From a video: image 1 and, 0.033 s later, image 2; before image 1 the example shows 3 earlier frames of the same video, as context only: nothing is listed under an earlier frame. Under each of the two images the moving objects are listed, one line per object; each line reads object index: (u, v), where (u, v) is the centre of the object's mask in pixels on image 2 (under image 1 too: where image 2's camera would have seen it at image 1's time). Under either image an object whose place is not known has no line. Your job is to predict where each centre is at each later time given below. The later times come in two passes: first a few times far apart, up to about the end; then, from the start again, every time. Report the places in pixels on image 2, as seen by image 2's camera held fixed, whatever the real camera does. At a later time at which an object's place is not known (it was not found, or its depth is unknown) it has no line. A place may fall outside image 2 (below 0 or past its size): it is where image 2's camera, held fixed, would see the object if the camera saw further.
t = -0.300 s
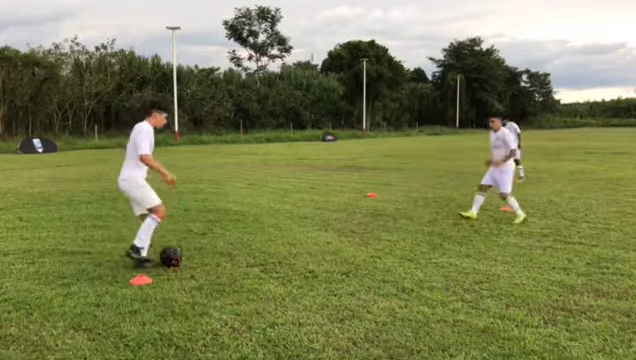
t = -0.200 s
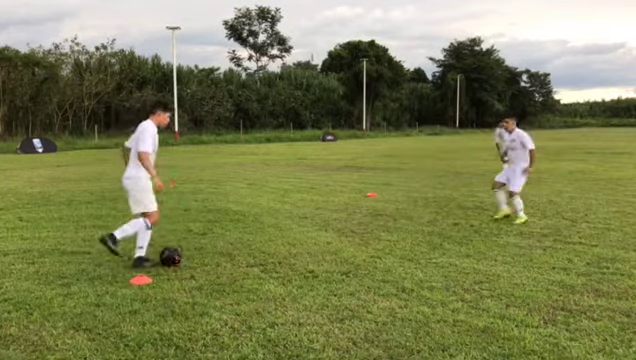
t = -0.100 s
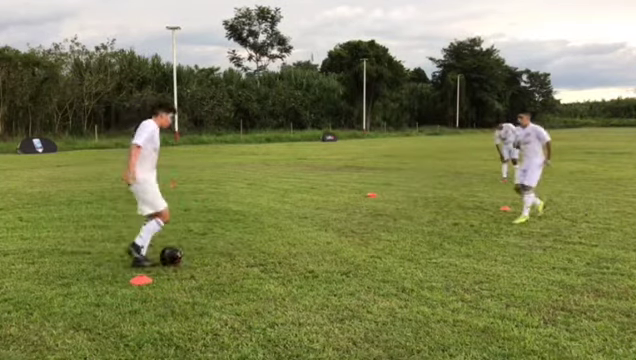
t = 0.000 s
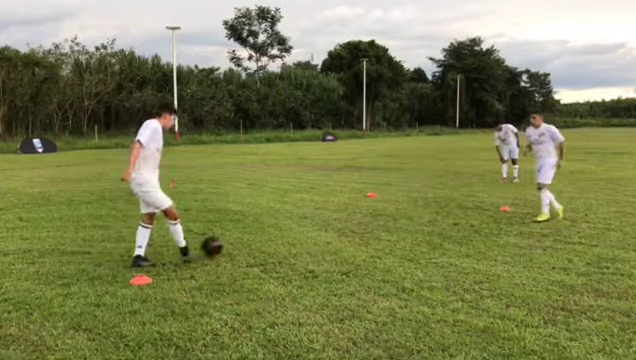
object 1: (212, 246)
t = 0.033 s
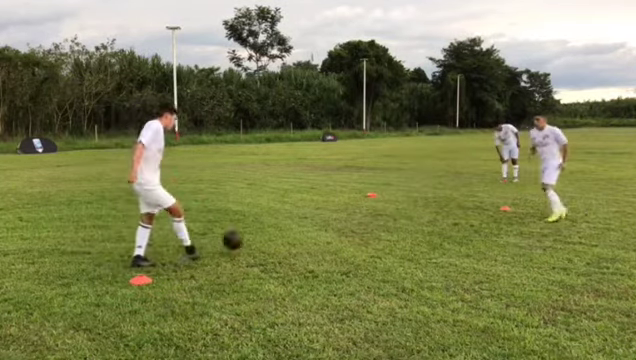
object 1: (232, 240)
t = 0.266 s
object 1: (354, 232)
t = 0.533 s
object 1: (439, 222)
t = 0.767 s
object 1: (493, 215)
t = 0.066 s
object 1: (252, 236)
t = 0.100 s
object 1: (271, 232)
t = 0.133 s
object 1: (289, 230)
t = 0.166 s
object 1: (306, 229)
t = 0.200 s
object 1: (323, 229)
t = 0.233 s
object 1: (339, 230)
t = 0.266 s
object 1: (354, 232)
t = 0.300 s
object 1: (366, 230)
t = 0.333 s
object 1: (377, 226)
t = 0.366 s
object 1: (388, 223)
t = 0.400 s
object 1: (399, 221)
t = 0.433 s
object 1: (409, 220)
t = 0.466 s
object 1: (420, 221)
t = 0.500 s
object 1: (429, 222)
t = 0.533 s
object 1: (439, 222)
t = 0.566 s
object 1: (447, 220)
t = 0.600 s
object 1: (455, 218)
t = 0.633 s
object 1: (463, 218)
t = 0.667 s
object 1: (471, 217)
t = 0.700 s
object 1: (479, 215)
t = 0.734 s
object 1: (486, 215)
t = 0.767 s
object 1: (493, 215)
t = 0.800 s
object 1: (500, 214)
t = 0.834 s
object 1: (507, 213)
